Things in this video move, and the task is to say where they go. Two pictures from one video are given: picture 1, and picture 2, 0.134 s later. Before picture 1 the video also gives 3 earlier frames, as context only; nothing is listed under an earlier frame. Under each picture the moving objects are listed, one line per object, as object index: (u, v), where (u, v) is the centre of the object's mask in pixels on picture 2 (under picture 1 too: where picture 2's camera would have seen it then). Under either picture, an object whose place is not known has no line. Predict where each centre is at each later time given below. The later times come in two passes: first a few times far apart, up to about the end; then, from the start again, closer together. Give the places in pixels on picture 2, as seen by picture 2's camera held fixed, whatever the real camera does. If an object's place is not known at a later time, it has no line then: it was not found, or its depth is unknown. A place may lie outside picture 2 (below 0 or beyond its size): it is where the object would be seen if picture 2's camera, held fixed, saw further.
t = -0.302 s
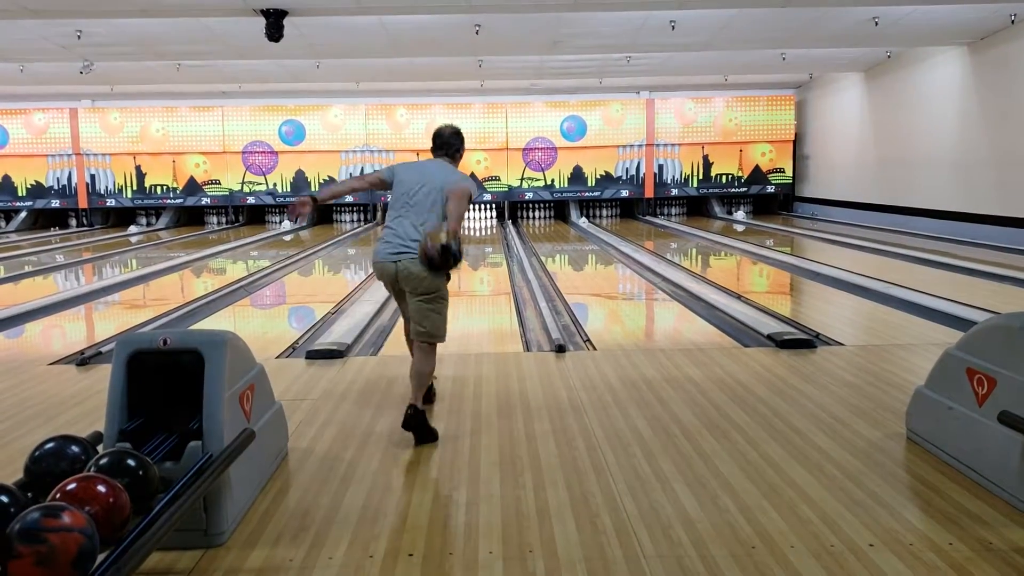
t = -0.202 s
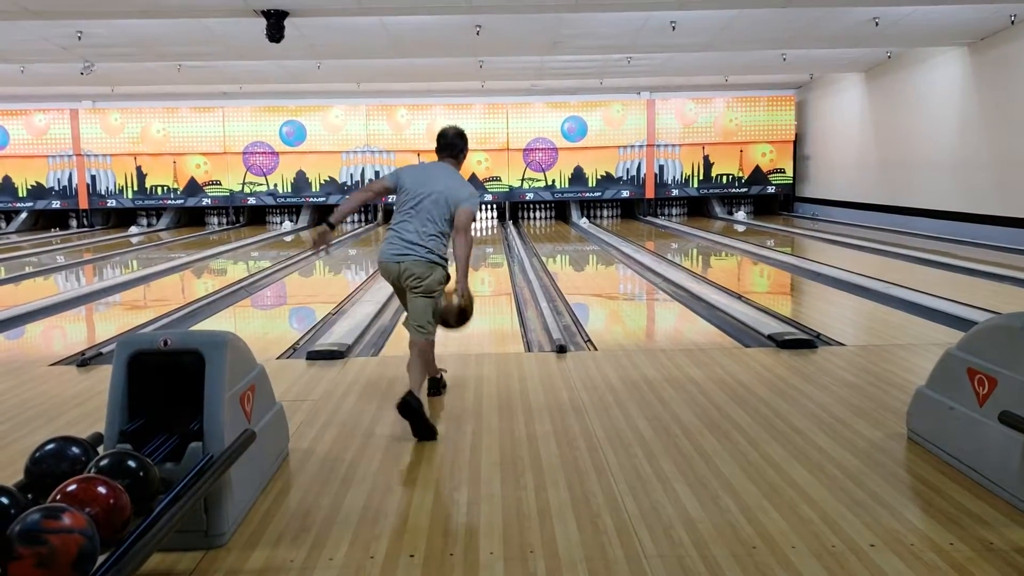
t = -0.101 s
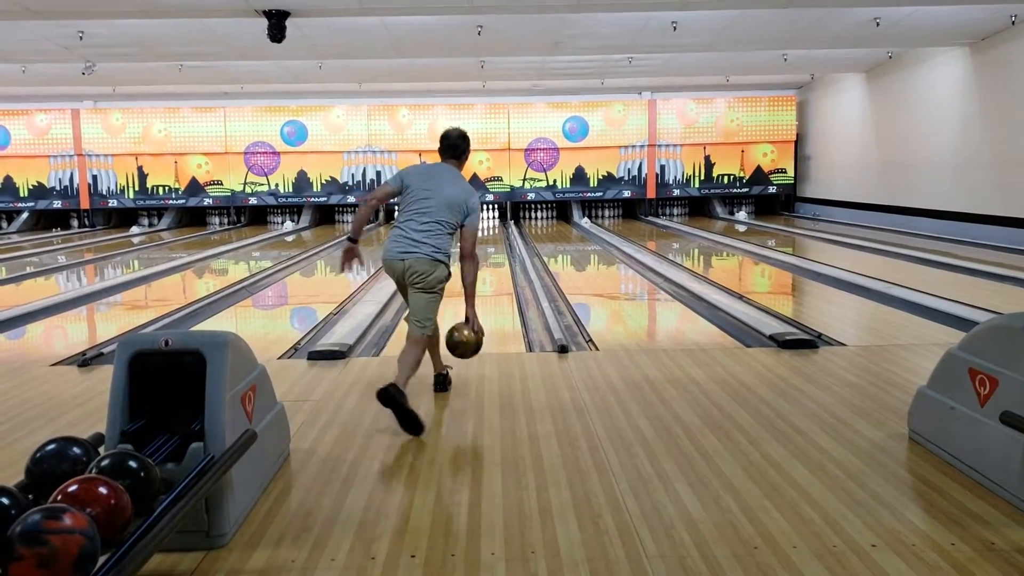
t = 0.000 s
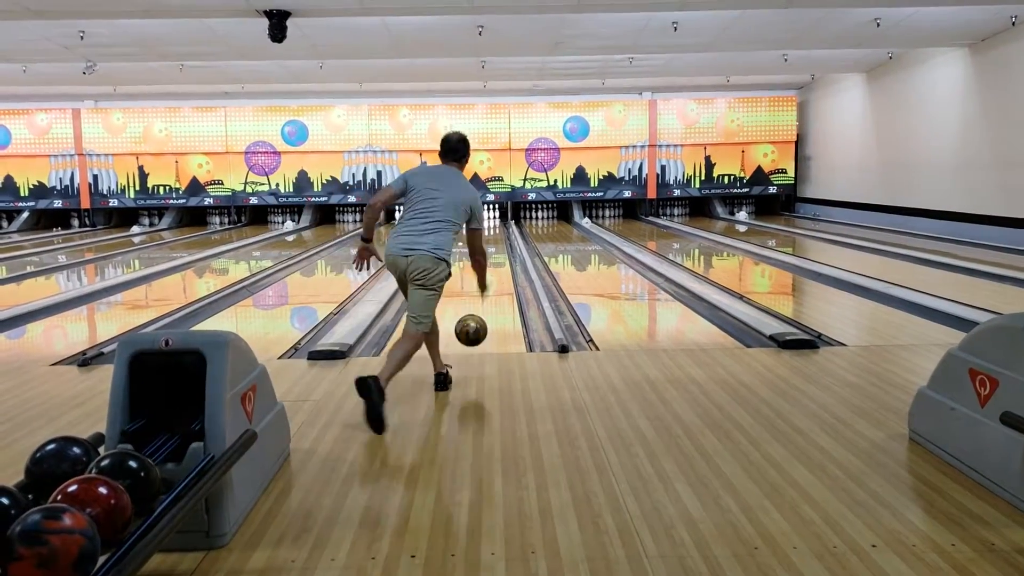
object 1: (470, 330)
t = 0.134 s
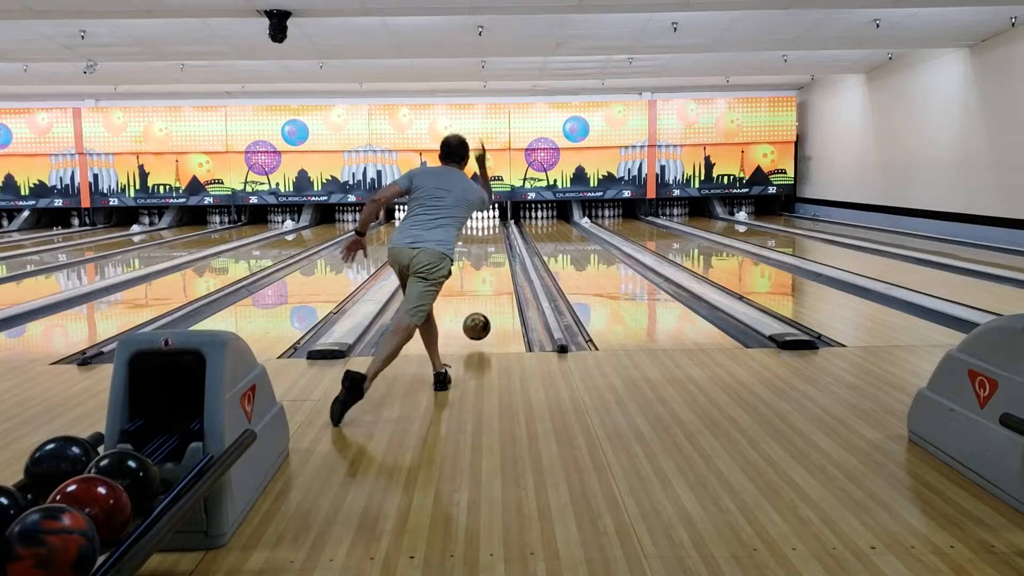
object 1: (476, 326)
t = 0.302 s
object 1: (482, 307)
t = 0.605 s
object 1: (487, 279)
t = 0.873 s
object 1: (491, 262)
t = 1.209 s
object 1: (492, 246)
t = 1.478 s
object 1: (493, 238)
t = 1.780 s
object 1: (493, 230)
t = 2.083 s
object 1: (492, 224)
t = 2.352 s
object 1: (488, 220)
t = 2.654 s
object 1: (483, 217)
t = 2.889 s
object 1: (482, 215)
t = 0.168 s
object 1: (478, 326)
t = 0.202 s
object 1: (479, 319)
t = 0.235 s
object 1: (480, 315)
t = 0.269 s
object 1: (481, 312)
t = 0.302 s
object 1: (482, 307)
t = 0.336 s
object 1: (483, 304)
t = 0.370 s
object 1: (483, 300)
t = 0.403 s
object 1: (484, 297)
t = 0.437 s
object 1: (485, 293)
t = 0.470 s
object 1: (485, 290)
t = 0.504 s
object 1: (486, 287)
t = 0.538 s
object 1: (486, 284)
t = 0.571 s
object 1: (487, 282)
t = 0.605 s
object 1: (487, 279)
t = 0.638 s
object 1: (488, 276)
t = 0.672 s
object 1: (488, 274)
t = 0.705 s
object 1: (489, 272)
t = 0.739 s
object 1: (489, 270)
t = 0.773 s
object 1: (490, 267)
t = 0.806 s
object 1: (490, 265)
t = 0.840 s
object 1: (490, 264)
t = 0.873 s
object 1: (491, 262)
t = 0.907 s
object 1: (491, 261)
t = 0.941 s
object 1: (491, 258)
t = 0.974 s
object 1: (491, 256)
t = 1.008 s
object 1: (492, 255)
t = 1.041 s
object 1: (492, 254)
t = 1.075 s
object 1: (492, 252)
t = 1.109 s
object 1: (492, 251)
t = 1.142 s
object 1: (492, 250)
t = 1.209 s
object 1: (492, 246)
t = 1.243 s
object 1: (492, 246)
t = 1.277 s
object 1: (493, 244)
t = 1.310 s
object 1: (493, 243)
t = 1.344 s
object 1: (493, 242)
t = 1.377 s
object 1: (493, 241)
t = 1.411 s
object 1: (493, 240)
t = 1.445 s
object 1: (493, 239)
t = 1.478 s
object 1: (493, 238)
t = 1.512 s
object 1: (493, 237)
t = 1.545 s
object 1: (493, 236)
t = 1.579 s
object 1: (493, 235)
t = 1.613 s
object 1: (493, 234)
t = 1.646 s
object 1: (493, 233)
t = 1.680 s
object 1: (493, 232)
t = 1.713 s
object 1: (493, 232)
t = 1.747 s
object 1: (493, 231)
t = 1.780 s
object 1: (493, 230)
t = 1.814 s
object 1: (493, 229)
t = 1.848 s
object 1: (493, 229)
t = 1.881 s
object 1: (493, 228)
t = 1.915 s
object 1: (493, 228)
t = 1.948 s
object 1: (493, 227)
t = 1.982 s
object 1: (493, 226)
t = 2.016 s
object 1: (492, 224)
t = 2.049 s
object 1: (493, 225)
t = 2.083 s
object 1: (492, 224)
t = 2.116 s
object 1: (492, 224)
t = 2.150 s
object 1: (492, 223)
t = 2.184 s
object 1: (491, 223)
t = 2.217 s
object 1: (490, 222)
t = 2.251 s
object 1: (491, 222)
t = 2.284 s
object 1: (490, 221)
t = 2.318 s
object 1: (489, 220)
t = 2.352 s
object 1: (488, 220)
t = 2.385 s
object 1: (488, 219)
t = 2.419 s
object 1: (487, 219)
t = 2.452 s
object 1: (486, 219)
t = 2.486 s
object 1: (486, 219)
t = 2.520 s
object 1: (485, 218)
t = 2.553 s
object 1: (485, 217)
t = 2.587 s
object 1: (485, 217)
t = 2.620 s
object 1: (484, 217)
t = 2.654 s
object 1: (483, 217)
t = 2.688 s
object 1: (483, 216)
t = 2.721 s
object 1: (482, 216)
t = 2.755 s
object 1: (482, 216)
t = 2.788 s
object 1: (482, 215)
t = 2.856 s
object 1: (482, 215)
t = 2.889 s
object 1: (482, 215)
